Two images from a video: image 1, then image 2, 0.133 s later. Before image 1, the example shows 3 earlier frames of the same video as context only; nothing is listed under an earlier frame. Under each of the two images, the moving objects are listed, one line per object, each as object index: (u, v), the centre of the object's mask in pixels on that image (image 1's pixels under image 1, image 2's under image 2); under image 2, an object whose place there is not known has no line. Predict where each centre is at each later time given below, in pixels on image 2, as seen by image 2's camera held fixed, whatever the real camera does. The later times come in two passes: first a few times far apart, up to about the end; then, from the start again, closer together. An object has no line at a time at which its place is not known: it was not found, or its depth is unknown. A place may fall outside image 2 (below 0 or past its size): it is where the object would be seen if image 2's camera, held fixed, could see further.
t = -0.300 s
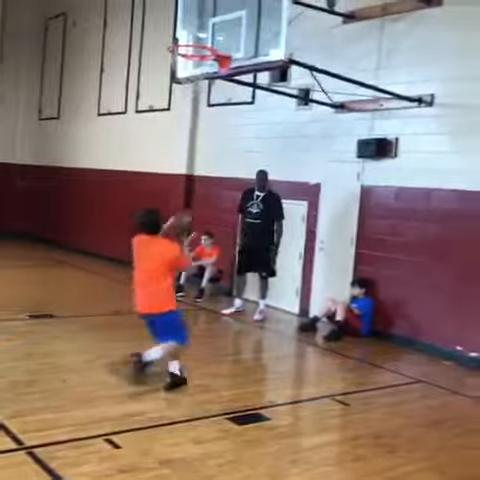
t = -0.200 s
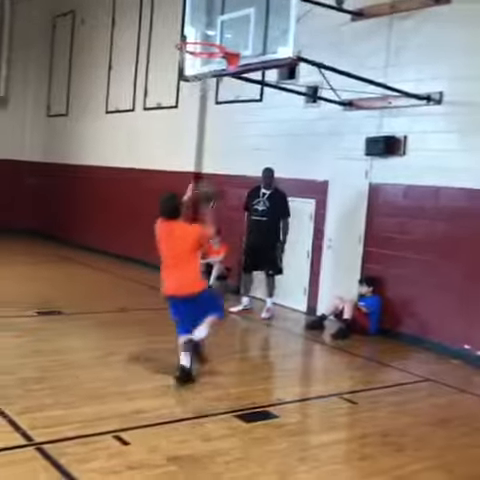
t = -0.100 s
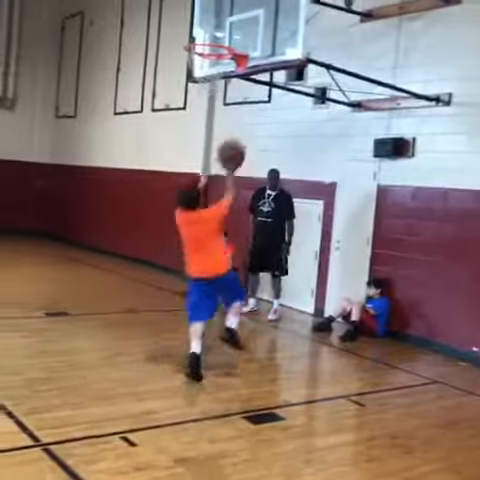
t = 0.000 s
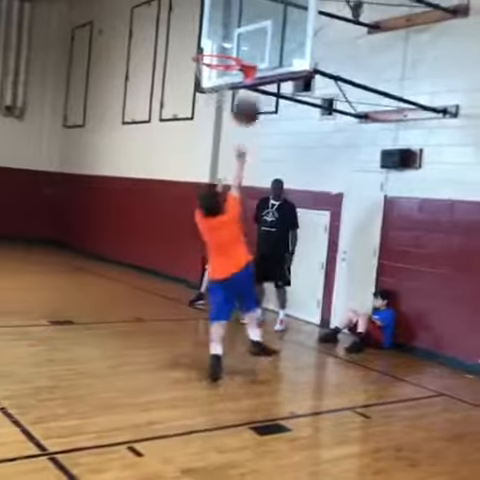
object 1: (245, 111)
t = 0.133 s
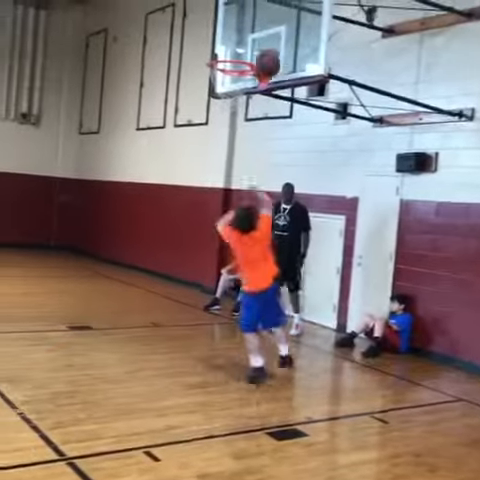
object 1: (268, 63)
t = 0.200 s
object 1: (270, 45)
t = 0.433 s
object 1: (270, 22)
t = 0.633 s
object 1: (241, 43)
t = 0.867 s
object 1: (207, 81)
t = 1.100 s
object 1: (185, 77)
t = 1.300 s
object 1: (161, 119)
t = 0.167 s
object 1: (269, 53)
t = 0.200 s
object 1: (270, 45)
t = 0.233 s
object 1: (271, 39)
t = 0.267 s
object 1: (271, 33)
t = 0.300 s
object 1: (273, 29)
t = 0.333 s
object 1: (274, 25)
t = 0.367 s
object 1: (274, 23)
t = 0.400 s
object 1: (274, 22)
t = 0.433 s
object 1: (270, 22)
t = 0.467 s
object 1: (266, 22)
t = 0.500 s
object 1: (261, 24)
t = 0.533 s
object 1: (256, 27)
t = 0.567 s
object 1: (251, 32)
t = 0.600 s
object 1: (246, 37)
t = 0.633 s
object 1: (241, 43)
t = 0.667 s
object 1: (236, 49)
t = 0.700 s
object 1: (231, 59)
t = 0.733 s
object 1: (227, 68)
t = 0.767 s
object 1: (220, 79)
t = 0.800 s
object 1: (214, 87)
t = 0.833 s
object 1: (210, 85)
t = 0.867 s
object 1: (207, 81)
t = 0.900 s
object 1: (205, 78)
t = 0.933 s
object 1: (201, 74)
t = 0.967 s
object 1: (199, 72)
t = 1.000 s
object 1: (195, 72)
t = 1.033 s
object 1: (192, 72)
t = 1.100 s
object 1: (185, 77)
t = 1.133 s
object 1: (182, 80)
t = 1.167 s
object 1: (178, 86)
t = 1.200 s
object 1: (174, 93)
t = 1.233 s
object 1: (170, 100)
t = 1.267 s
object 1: (166, 109)
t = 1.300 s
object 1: (161, 119)
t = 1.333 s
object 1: (157, 129)
